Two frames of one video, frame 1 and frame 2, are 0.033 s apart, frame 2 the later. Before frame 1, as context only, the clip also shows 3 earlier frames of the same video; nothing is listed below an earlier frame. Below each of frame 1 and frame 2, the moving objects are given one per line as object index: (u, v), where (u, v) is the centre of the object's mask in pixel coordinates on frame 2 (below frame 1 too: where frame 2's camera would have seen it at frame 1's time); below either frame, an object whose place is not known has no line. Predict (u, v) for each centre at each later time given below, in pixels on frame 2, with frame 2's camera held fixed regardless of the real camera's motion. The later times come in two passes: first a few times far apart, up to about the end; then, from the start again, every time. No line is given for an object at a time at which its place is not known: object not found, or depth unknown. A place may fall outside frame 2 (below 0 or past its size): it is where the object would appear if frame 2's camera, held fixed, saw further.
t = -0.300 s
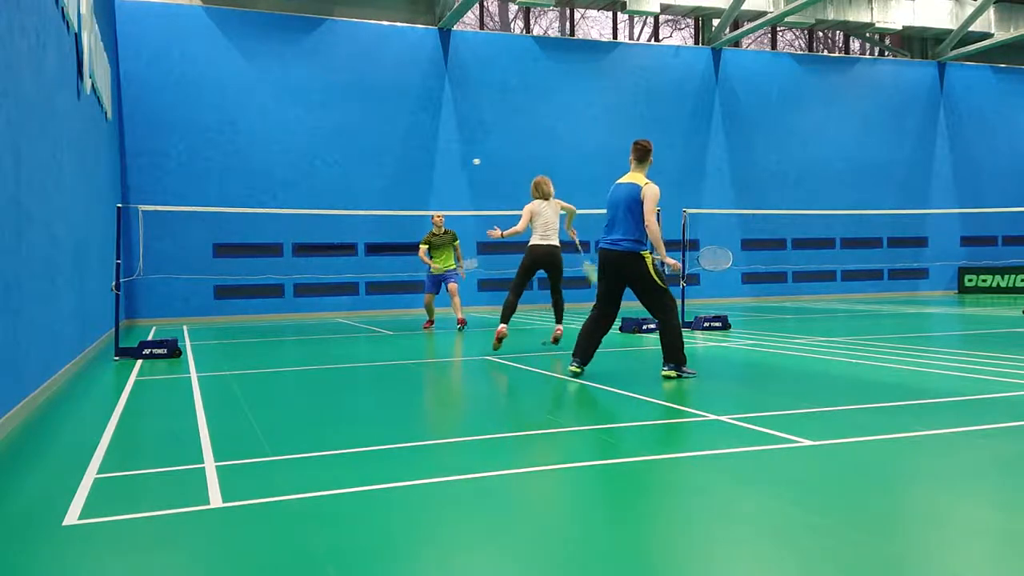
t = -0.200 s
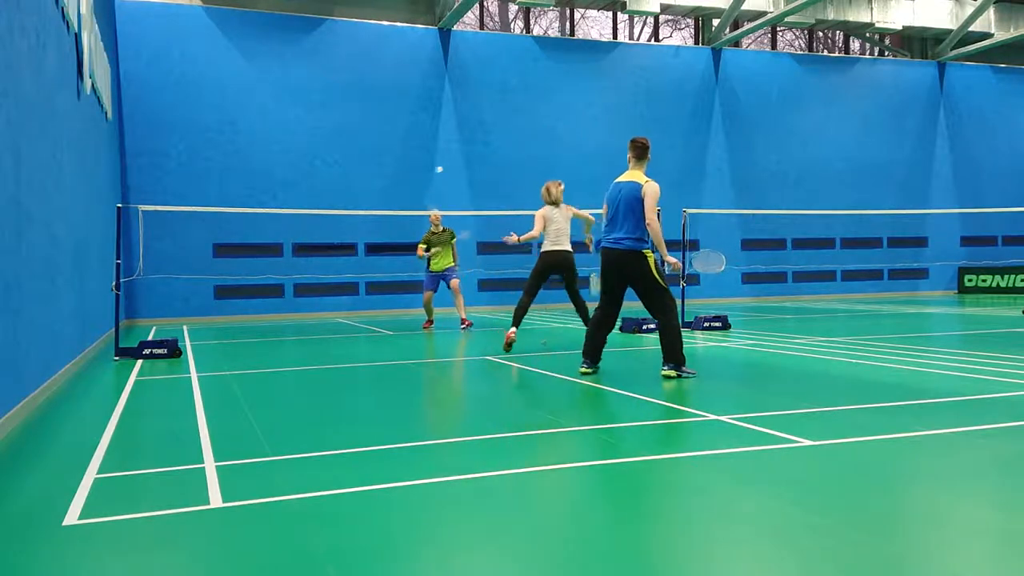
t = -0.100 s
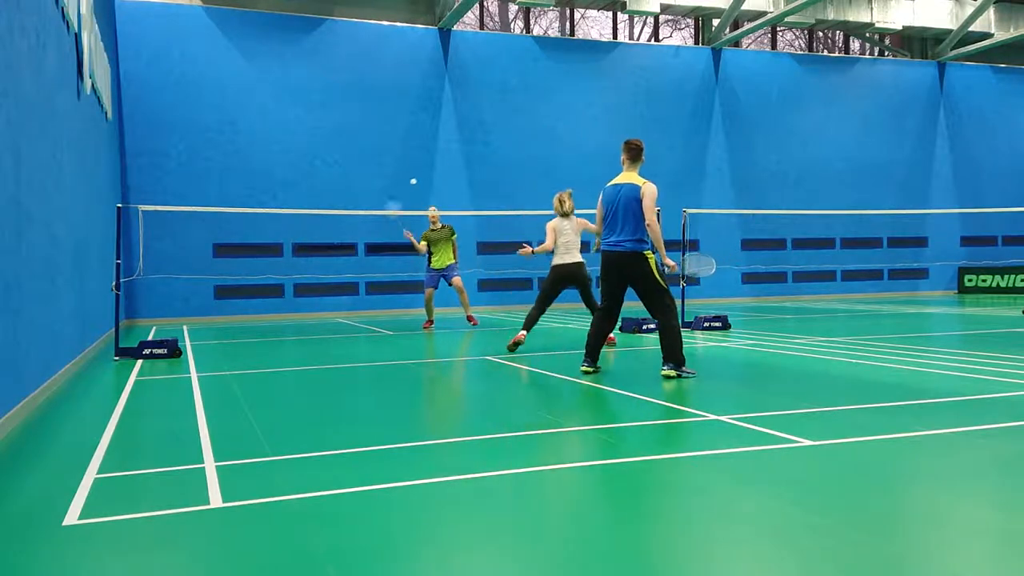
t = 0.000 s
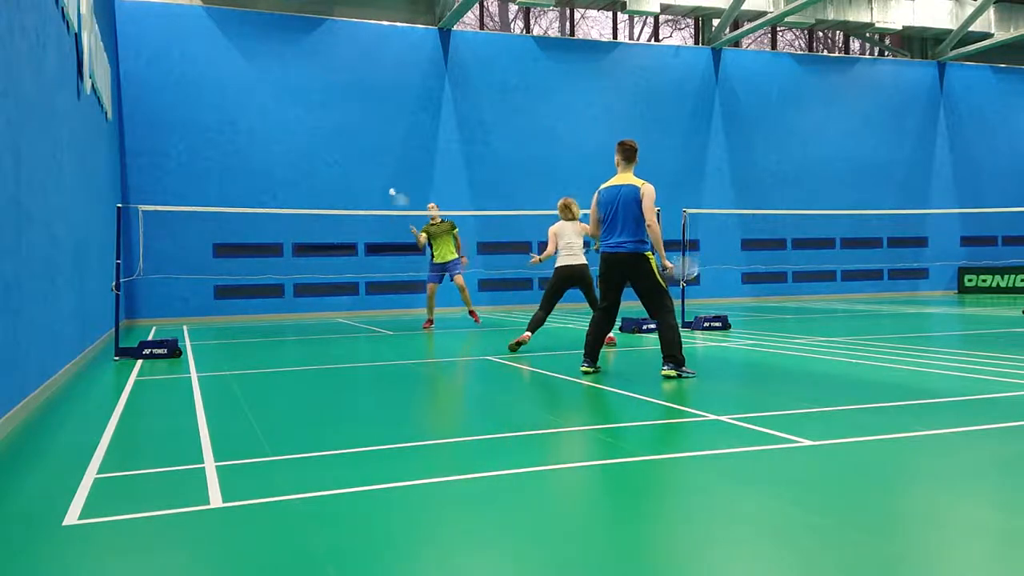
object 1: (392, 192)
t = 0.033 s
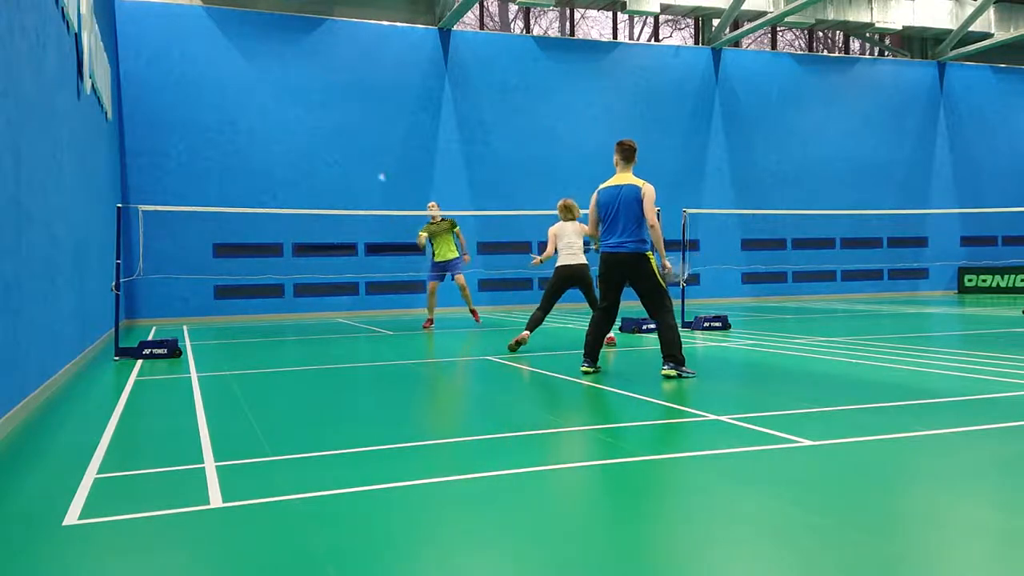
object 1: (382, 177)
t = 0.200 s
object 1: (355, 103)
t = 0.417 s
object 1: (326, 55)
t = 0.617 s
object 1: (299, 54)
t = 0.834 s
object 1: (271, 110)
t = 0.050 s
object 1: (379, 166)
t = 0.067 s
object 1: (377, 157)
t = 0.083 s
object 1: (374, 149)
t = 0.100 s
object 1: (370, 142)
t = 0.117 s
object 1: (368, 135)
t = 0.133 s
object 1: (365, 128)
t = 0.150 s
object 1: (362, 121)
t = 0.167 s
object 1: (360, 115)
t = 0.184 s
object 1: (358, 110)
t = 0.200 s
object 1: (355, 103)
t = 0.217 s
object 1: (352, 98)
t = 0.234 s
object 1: (351, 94)
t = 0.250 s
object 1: (348, 88)
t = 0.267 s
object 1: (346, 84)
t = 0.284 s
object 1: (344, 80)
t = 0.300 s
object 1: (341, 76)
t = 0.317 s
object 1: (339, 72)
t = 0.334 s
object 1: (337, 69)
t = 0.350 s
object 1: (334, 65)
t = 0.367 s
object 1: (332, 62)
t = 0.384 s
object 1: (330, 60)
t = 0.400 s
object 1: (328, 57)
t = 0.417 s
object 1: (326, 55)
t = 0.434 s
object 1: (323, 53)
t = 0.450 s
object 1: (321, 52)
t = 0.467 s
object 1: (319, 51)
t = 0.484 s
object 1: (317, 50)
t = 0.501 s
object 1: (314, 49)
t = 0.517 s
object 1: (312, 49)
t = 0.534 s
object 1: (310, 49)
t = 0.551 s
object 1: (308, 49)
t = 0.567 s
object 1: (306, 50)
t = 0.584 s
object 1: (304, 52)
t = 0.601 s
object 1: (301, 53)
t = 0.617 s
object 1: (299, 54)
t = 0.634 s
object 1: (297, 57)
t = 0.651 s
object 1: (295, 59)
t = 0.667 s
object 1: (293, 61)
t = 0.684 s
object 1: (290, 65)
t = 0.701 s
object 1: (288, 69)
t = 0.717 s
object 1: (286, 72)
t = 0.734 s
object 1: (284, 77)
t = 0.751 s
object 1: (282, 82)
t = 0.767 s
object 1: (280, 86)
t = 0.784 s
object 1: (277, 91)
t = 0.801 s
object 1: (276, 98)
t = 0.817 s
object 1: (273, 104)
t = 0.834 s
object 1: (271, 110)
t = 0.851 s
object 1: (269, 117)
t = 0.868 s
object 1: (266, 124)
